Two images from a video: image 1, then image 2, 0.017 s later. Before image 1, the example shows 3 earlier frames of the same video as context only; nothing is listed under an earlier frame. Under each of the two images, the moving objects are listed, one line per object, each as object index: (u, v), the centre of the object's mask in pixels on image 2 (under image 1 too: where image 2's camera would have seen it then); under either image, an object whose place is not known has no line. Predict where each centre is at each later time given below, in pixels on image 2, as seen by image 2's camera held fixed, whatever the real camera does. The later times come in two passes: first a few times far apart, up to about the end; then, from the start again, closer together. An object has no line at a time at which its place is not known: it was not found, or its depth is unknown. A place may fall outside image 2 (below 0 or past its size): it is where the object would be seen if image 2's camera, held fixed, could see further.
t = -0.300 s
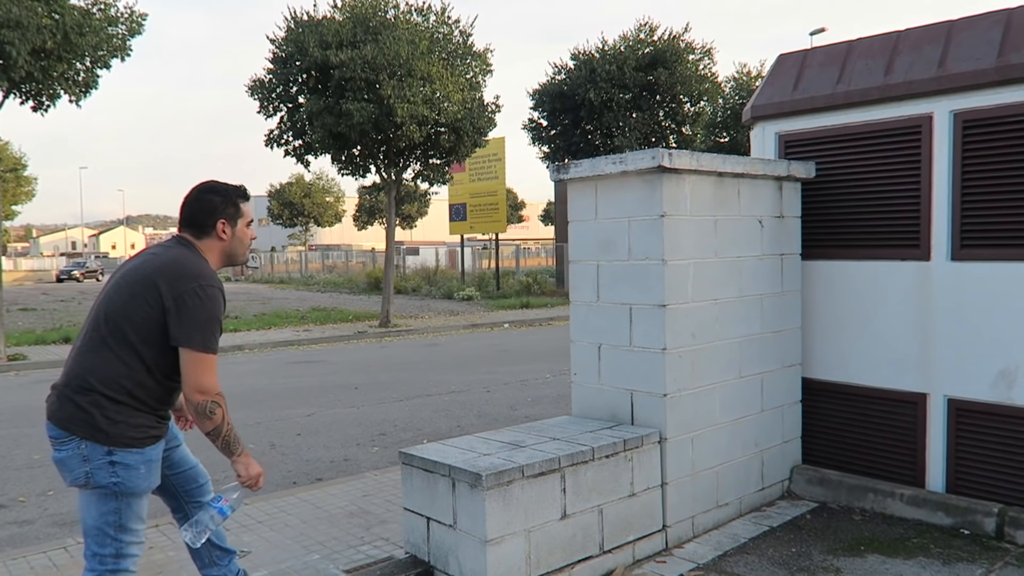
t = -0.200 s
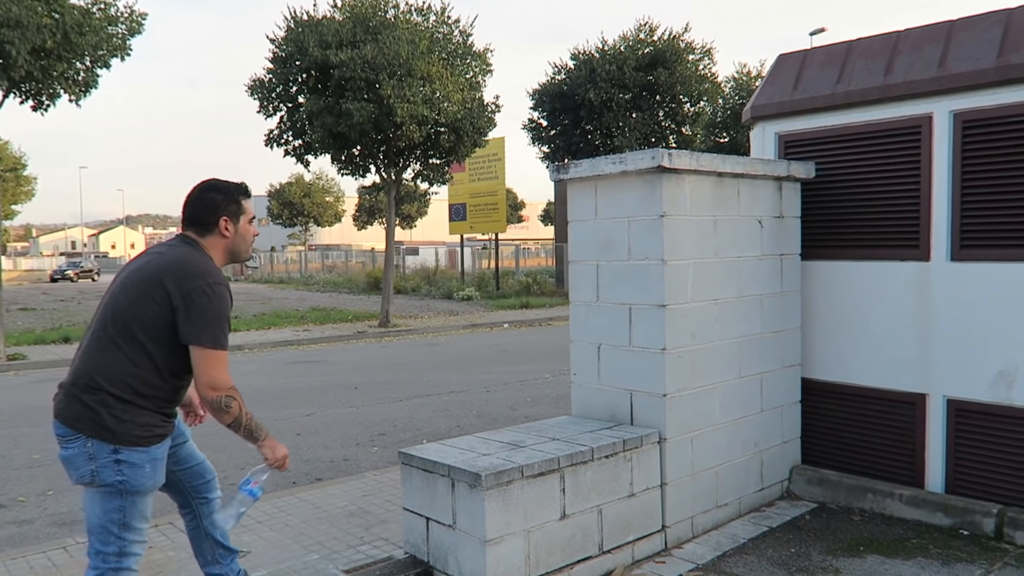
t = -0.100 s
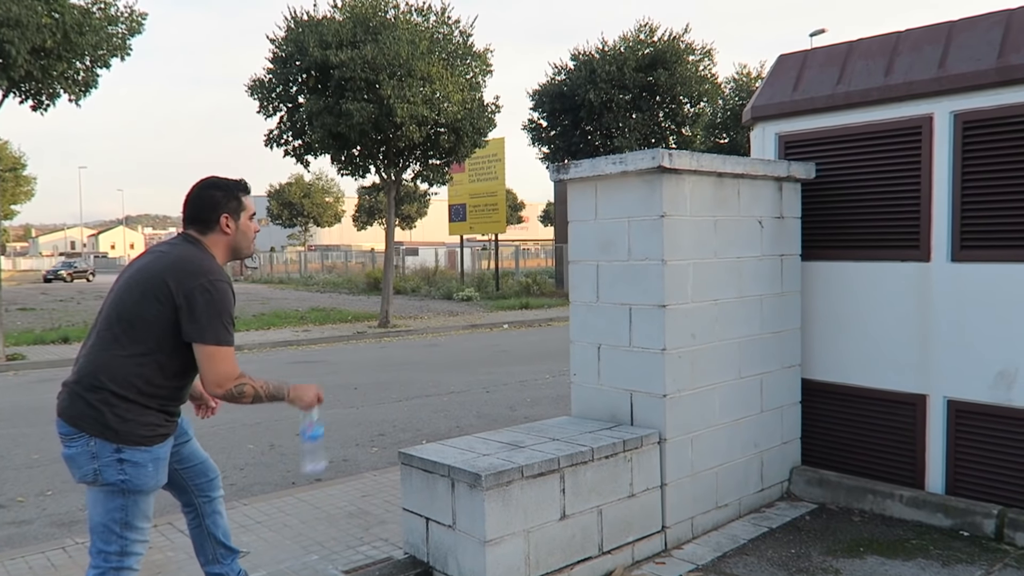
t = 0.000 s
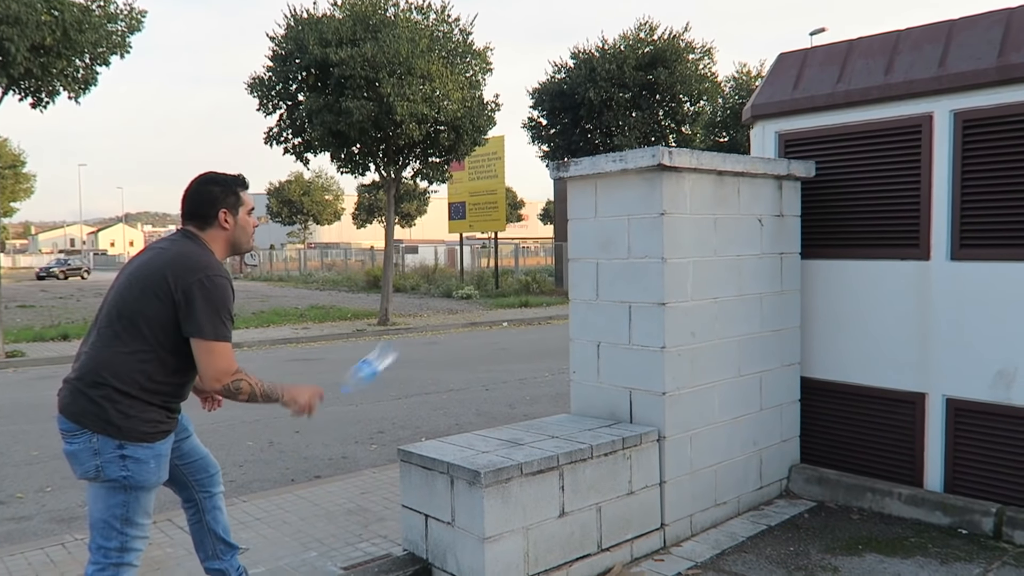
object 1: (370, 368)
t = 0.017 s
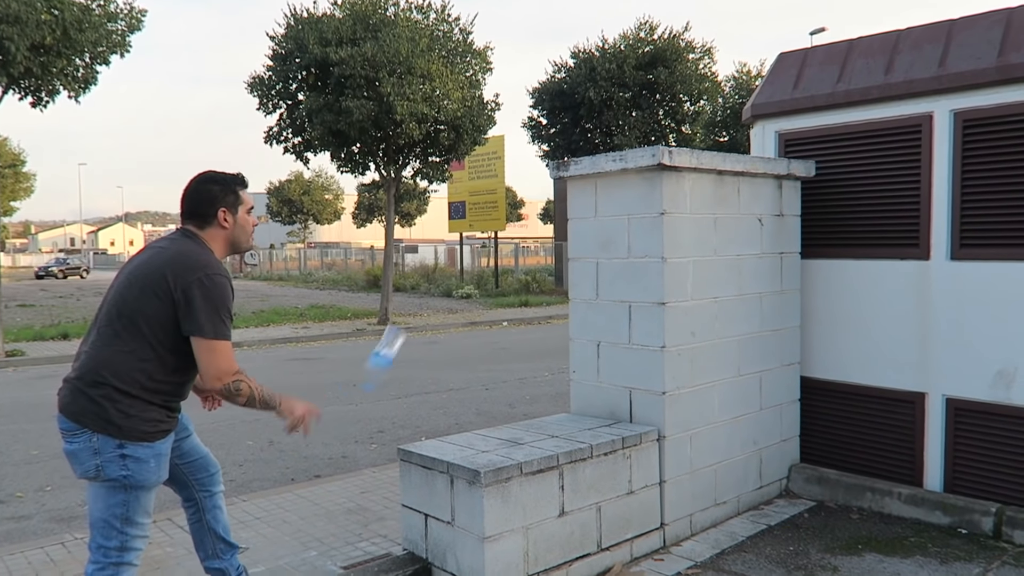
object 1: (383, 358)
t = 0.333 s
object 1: (549, 234)
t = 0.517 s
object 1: (613, 278)
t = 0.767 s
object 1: (591, 416)
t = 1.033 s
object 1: (577, 424)
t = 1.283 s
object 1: (577, 425)
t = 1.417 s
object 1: (577, 425)
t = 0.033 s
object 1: (397, 345)
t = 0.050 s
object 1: (410, 330)
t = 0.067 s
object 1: (421, 318)
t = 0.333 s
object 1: (549, 234)
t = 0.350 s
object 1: (555, 235)
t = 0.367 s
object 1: (561, 237)
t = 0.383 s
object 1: (568, 239)
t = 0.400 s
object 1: (575, 241)
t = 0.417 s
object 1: (581, 244)
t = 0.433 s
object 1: (587, 248)
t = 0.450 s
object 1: (593, 251)
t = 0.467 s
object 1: (599, 258)
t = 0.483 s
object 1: (605, 265)
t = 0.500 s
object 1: (610, 273)
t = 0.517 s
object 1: (613, 278)
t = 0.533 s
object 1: (612, 284)
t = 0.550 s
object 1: (610, 289)
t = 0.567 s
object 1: (609, 296)
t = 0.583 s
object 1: (608, 303)
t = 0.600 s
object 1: (607, 311)
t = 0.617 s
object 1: (606, 321)
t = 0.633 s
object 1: (604, 330)
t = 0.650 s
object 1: (603, 339)
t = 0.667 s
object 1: (602, 350)
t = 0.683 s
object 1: (601, 361)
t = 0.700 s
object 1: (600, 372)
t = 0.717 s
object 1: (597, 382)
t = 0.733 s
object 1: (599, 399)
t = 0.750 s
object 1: (597, 408)
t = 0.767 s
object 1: (591, 416)
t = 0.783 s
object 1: (589, 420)
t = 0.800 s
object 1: (590, 419)
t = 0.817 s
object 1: (589, 419)
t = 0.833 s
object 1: (587, 419)
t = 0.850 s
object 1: (586, 419)
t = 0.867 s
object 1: (584, 420)
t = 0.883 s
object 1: (583, 420)
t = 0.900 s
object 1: (582, 421)
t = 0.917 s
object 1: (581, 421)
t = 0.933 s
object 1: (580, 422)
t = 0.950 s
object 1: (579, 422)
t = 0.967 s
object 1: (578, 422)
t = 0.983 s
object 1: (577, 423)
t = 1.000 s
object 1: (577, 423)
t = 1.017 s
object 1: (577, 423)
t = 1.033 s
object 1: (577, 424)
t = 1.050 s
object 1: (576, 424)
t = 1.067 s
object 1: (576, 424)
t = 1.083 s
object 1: (576, 424)
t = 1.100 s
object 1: (576, 424)
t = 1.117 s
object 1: (576, 424)
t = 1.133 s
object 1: (576, 424)
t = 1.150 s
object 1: (576, 424)
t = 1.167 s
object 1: (576, 424)
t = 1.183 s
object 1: (576, 424)
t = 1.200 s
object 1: (576, 424)
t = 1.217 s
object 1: (576, 424)
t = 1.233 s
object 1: (576, 425)
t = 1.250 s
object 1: (576, 425)
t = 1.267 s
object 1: (577, 425)
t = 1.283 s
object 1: (577, 425)
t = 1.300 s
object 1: (577, 425)
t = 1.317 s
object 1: (577, 425)
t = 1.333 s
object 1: (577, 425)
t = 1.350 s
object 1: (577, 425)
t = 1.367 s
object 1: (577, 425)
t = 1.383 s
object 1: (577, 425)
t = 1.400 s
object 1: (577, 425)
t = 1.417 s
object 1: (577, 425)
